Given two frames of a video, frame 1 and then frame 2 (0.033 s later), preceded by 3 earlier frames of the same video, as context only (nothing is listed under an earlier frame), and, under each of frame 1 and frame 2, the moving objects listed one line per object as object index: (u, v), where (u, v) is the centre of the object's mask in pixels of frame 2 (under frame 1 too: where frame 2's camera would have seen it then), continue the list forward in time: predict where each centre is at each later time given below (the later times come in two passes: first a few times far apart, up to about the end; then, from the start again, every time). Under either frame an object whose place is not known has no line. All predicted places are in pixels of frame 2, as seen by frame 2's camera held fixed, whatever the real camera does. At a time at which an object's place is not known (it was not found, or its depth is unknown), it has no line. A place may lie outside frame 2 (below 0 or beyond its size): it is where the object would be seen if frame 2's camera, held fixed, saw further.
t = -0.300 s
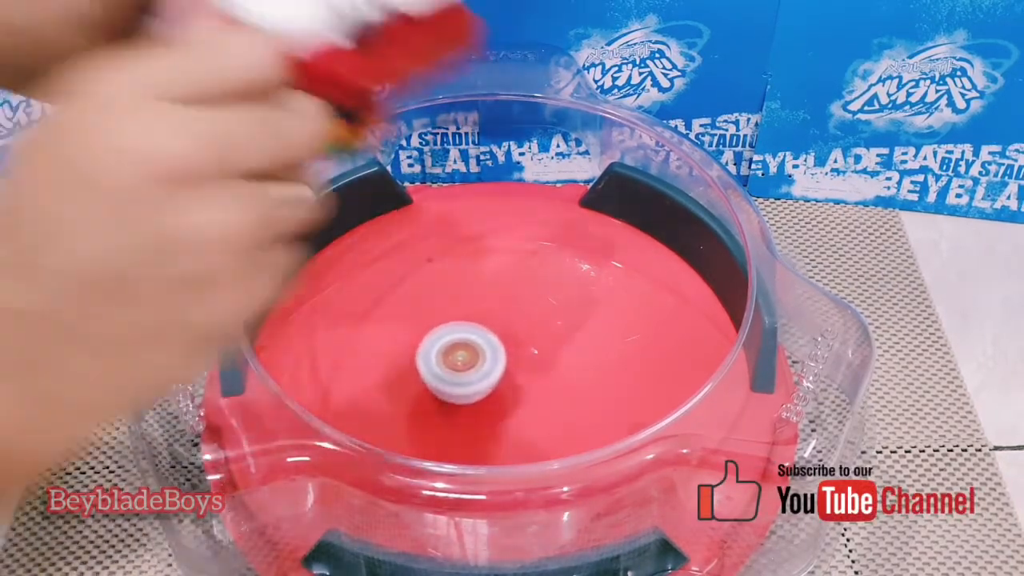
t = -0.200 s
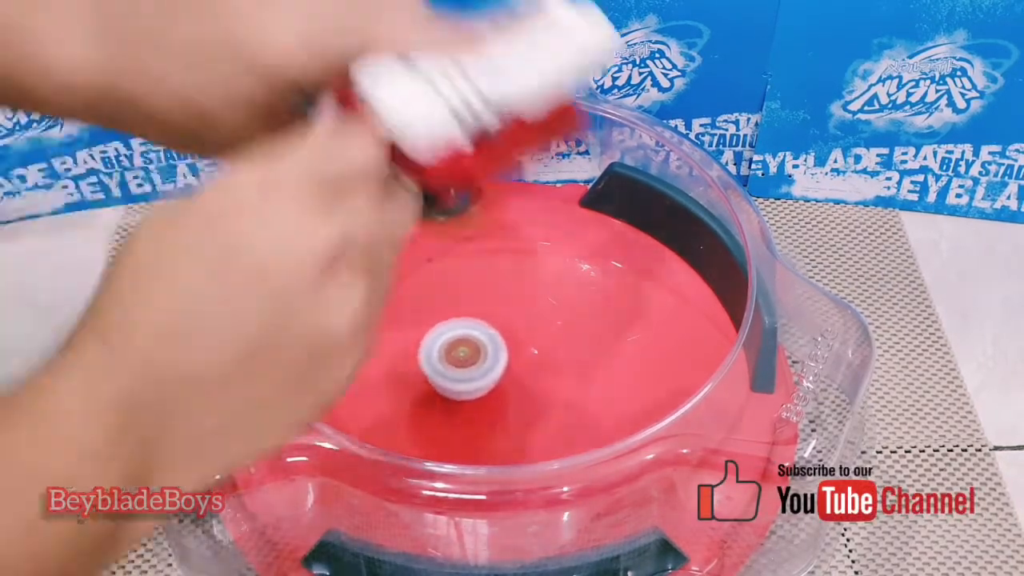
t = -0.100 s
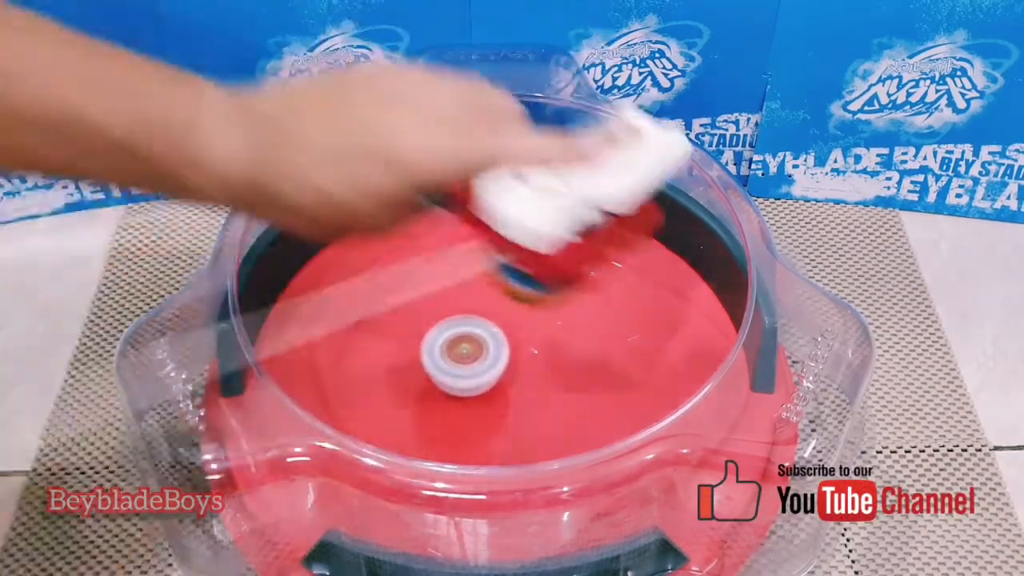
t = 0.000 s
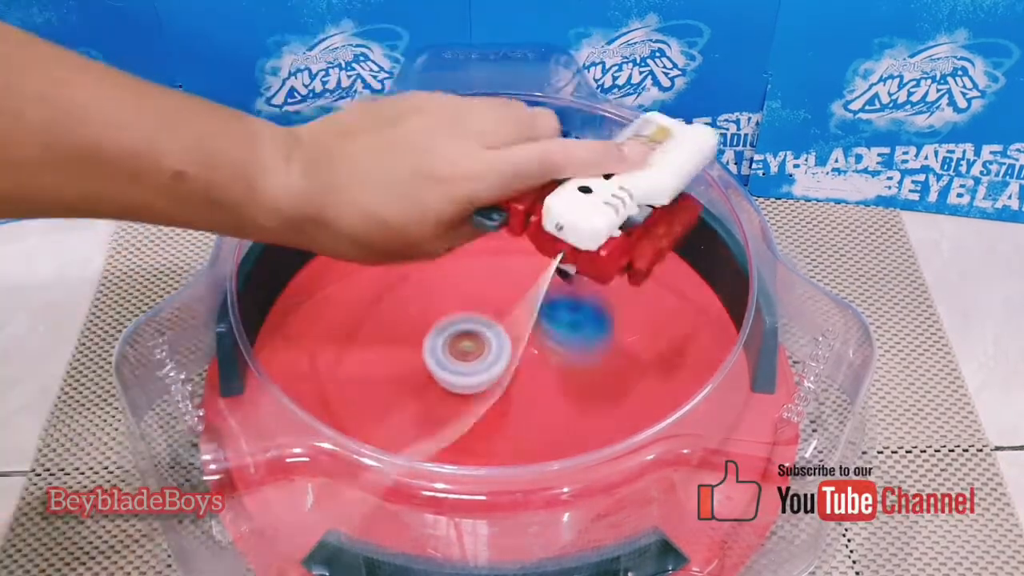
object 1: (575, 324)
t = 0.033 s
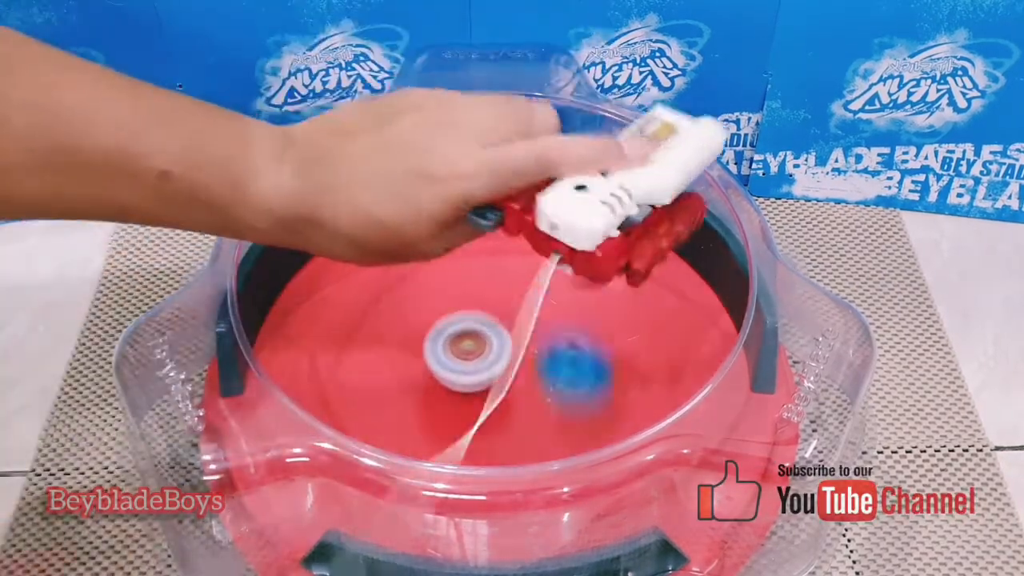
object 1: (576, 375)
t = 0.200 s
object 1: (547, 408)
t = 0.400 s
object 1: (610, 464)
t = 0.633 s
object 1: (572, 356)
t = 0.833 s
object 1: (467, 269)
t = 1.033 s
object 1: (373, 351)
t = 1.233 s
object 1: (484, 474)
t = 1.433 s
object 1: (650, 394)
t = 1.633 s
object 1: (598, 267)
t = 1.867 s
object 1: (395, 299)
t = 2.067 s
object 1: (392, 447)
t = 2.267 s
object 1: (571, 463)
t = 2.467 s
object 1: (618, 340)
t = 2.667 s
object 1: (487, 283)
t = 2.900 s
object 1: (382, 380)
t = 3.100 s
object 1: (488, 445)
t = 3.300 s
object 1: (591, 348)
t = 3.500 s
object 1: (430, 266)
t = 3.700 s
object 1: (308, 411)
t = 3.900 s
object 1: (544, 518)
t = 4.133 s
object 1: (656, 297)
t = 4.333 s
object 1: (403, 215)
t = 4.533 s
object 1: (295, 418)
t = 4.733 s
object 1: (532, 480)
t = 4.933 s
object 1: (645, 318)
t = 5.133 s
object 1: (528, 201)
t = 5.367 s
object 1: (412, 297)
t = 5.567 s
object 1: (496, 427)
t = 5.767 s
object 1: (642, 406)
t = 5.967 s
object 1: (664, 324)
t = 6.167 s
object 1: (513, 302)
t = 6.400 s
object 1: (359, 377)
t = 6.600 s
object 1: (382, 471)
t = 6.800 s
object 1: (505, 446)
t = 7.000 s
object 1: (461, 385)
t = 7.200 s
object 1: (371, 352)
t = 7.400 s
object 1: (392, 406)
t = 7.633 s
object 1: (515, 409)
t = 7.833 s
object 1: (572, 387)
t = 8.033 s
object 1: (557, 330)
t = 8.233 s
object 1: (547, 390)
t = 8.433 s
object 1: (587, 406)
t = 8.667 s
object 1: (522, 378)
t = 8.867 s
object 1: (524, 362)
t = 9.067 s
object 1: (523, 354)
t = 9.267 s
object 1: (540, 344)
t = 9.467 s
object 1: (535, 320)
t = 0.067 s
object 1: (572, 414)
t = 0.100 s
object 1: (562, 400)
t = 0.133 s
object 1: (550, 391)
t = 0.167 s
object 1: (539, 393)
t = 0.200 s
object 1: (547, 408)
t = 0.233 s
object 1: (564, 425)
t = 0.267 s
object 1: (580, 446)
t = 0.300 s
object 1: (591, 454)
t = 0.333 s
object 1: (602, 466)
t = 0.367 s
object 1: (607, 467)
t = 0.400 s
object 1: (610, 464)
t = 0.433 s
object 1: (611, 458)
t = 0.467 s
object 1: (610, 447)
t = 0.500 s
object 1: (601, 424)
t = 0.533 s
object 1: (597, 415)
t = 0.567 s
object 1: (592, 401)
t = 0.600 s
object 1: (582, 379)
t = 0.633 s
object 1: (572, 356)
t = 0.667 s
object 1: (558, 332)
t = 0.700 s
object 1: (544, 312)
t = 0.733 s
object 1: (527, 296)
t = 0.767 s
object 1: (509, 282)
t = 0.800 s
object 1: (488, 273)
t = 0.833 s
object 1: (467, 269)
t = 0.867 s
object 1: (446, 270)
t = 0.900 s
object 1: (425, 277)
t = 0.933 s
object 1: (407, 287)
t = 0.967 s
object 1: (391, 305)
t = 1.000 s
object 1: (379, 326)
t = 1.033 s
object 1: (373, 351)
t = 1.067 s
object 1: (374, 378)
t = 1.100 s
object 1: (382, 405)
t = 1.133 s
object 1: (400, 424)
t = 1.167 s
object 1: (423, 438)
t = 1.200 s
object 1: (451, 465)
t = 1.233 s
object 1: (484, 474)
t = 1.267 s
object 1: (519, 476)
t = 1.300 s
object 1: (554, 471)
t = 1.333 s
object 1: (589, 463)
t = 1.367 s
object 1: (615, 444)
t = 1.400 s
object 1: (638, 423)
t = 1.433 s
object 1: (650, 394)
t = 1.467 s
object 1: (660, 375)
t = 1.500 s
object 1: (662, 350)
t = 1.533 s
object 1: (655, 325)
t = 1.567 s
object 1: (642, 303)
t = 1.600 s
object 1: (622, 283)
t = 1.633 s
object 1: (598, 267)
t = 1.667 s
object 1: (568, 256)
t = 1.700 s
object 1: (537, 250)
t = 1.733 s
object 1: (505, 250)
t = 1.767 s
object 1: (474, 255)
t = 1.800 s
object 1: (446, 265)
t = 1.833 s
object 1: (418, 280)
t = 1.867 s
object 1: (395, 299)
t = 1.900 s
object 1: (377, 323)
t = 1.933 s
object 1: (366, 348)
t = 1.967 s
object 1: (362, 374)
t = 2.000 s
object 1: (365, 402)
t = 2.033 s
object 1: (377, 419)
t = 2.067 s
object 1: (392, 447)
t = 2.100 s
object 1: (415, 461)
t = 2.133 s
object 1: (446, 475)
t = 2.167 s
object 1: (477, 481)
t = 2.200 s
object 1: (512, 479)
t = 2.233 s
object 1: (543, 474)
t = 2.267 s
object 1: (571, 463)
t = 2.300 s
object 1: (595, 446)
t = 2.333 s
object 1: (610, 419)
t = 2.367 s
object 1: (624, 402)
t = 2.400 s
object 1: (629, 382)
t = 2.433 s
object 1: (626, 361)
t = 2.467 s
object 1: (618, 340)
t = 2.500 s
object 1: (604, 322)
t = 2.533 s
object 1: (585, 306)
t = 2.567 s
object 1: (564, 294)
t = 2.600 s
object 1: (538, 286)
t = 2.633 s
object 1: (513, 282)
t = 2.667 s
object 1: (487, 283)
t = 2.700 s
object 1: (462, 287)
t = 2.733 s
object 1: (439, 295)
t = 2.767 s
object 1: (419, 307)
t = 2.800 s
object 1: (403, 322)
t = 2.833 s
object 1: (392, 340)
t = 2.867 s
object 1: (384, 360)
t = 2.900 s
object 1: (382, 380)
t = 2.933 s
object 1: (386, 399)
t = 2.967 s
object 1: (396, 416)
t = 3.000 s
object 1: (411, 428)
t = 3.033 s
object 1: (431, 437)
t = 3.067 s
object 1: (459, 443)
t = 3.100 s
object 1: (488, 445)
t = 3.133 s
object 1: (520, 442)
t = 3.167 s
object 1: (548, 433)
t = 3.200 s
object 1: (573, 419)
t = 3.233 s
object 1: (589, 397)
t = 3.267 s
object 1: (594, 373)
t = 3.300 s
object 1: (591, 348)
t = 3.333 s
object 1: (579, 323)
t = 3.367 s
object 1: (559, 301)
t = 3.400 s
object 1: (530, 282)
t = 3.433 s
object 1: (499, 270)
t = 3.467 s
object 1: (466, 264)
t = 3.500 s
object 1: (430, 266)
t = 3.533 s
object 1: (396, 275)
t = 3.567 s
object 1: (363, 291)
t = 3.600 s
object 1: (336, 313)
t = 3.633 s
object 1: (316, 344)
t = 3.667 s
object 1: (310, 374)
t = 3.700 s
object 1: (308, 411)
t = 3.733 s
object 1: (320, 448)
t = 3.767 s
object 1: (345, 483)
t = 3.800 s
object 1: (385, 504)
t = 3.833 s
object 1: (435, 521)
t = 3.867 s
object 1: (490, 526)
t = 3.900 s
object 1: (544, 518)
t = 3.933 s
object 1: (596, 502)
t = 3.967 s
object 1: (648, 478)
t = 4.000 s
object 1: (689, 449)
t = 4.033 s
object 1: (708, 403)
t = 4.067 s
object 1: (711, 361)
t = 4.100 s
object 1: (688, 329)
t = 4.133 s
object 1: (656, 297)
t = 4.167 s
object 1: (623, 270)
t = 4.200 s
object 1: (583, 247)
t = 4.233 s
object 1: (539, 229)
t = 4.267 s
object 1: (494, 218)
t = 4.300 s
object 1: (450, 213)
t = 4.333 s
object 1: (403, 215)
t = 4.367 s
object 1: (367, 235)
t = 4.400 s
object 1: (336, 262)
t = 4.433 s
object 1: (308, 296)
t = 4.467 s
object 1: (292, 335)
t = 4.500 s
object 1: (290, 375)
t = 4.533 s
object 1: (295, 418)
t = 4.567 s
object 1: (308, 462)
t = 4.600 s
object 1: (341, 492)
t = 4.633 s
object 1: (392, 494)
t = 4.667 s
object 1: (454, 491)
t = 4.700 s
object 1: (495, 490)
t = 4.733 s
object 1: (532, 480)
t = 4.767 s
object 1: (571, 465)
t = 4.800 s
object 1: (606, 441)
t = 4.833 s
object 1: (627, 407)
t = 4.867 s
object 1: (645, 382)
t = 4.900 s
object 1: (649, 352)
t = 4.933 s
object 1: (645, 318)
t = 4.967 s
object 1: (633, 288)
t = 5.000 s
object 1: (614, 260)
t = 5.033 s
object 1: (588, 237)
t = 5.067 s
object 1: (567, 219)
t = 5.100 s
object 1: (548, 207)
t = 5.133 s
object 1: (528, 201)
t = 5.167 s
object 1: (506, 198)
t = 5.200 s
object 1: (483, 202)
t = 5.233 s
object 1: (461, 211)
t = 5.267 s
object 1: (441, 224)
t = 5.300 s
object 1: (428, 244)
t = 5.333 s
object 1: (418, 268)
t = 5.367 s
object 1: (412, 297)
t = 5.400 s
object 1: (413, 326)
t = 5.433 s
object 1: (420, 351)
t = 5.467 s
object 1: (436, 376)
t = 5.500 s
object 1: (453, 396)
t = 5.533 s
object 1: (472, 415)
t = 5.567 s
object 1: (496, 427)
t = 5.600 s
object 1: (521, 434)
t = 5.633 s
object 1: (545, 435)
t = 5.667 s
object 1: (571, 433)
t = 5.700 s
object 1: (597, 427)
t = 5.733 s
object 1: (622, 417)
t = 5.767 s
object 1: (642, 406)
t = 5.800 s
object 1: (659, 393)
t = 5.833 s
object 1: (672, 379)
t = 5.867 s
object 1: (680, 365)
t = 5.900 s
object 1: (682, 350)
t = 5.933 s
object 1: (676, 337)
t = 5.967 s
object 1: (664, 324)
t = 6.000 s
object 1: (646, 314)
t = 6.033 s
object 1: (624, 307)
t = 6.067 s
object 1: (599, 301)
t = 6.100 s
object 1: (570, 297)
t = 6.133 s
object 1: (540, 297)
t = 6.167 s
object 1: (513, 302)
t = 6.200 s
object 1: (489, 309)
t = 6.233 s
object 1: (461, 314)
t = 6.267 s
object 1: (434, 321)
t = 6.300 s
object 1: (411, 330)
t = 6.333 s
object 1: (391, 344)
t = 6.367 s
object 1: (372, 360)
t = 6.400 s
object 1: (359, 377)
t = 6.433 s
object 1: (351, 394)
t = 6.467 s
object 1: (351, 406)
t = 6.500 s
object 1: (351, 423)
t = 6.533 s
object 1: (353, 438)
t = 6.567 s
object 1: (363, 459)
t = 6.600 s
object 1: (382, 471)
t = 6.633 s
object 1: (404, 480)
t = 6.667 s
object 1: (430, 483)
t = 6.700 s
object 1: (458, 481)
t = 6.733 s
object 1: (485, 475)
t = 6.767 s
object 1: (508, 462)
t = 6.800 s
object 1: (505, 446)
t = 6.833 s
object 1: (504, 442)
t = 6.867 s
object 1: (503, 434)
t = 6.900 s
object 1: (499, 421)
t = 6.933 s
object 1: (489, 408)
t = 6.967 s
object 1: (475, 396)
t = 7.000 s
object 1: (461, 385)
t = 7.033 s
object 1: (446, 374)
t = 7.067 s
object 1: (430, 363)
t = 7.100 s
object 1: (415, 354)
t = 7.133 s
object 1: (398, 348)
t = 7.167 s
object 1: (384, 347)
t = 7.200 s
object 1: (371, 352)
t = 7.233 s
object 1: (358, 358)
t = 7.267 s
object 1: (353, 368)
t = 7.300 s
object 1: (353, 379)
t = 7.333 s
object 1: (360, 391)
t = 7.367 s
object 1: (373, 401)
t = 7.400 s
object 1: (392, 406)
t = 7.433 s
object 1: (415, 406)
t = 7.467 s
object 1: (433, 409)
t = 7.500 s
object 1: (449, 421)
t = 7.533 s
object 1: (467, 426)
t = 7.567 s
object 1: (487, 424)
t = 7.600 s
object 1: (503, 418)
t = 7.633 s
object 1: (515, 409)
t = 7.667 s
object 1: (525, 399)
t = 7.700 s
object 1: (532, 390)
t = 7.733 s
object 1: (541, 388)
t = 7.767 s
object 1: (553, 391)
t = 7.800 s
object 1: (563, 391)
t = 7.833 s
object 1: (572, 387)
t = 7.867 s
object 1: (580, 379)
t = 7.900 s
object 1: (583, 367)
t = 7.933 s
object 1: (583, 355)
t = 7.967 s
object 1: (578, 344)
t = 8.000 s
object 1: (568, 333)
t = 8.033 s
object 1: (557, 330)
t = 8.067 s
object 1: (550, 334)
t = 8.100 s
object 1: (544, 340)
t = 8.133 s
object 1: (542, 351)
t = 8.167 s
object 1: (542, 363)
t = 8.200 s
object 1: (545, 376)
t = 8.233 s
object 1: (547, 390)
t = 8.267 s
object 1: (551, 405)
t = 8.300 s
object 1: (556, 415)
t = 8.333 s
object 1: (563, 419)
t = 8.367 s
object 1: (572, 418)
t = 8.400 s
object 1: (582, 414)
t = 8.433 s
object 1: (587, 406)
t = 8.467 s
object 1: (587, 397)
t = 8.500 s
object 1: (582, 389)
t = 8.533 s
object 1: (572, 381)
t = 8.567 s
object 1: (560, 375)
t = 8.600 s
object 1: (547, 373)
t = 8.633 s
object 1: (532, 375)
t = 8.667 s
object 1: (522, 378)
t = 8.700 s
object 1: (523, 375)
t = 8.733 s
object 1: (524, 372)
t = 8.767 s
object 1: (524, 369)
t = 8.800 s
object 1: (523, 366)
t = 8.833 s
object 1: (523, 364)
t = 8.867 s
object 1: (524, 362)
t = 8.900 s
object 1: (524, 360)
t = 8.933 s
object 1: (523, 358)
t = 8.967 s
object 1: (523, 357)
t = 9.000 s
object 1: (523, 356)
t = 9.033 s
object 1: (523, 354)
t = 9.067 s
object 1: (523, 354)
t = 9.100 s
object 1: (523, 353)
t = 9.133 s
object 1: (523, 353)
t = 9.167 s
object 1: (526, 351)
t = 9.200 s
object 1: (531, 348)
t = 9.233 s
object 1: (535, 346)
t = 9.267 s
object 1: (540, 344)
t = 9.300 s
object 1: (545, 342)
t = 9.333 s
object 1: (549, 339)
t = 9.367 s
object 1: (551, 335)
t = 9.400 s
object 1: (549, 330)
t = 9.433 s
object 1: (543, 324)
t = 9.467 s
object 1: (535, 320)
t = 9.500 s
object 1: (527, 318)
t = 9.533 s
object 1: (518, 319)
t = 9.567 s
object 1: (511, 321)
